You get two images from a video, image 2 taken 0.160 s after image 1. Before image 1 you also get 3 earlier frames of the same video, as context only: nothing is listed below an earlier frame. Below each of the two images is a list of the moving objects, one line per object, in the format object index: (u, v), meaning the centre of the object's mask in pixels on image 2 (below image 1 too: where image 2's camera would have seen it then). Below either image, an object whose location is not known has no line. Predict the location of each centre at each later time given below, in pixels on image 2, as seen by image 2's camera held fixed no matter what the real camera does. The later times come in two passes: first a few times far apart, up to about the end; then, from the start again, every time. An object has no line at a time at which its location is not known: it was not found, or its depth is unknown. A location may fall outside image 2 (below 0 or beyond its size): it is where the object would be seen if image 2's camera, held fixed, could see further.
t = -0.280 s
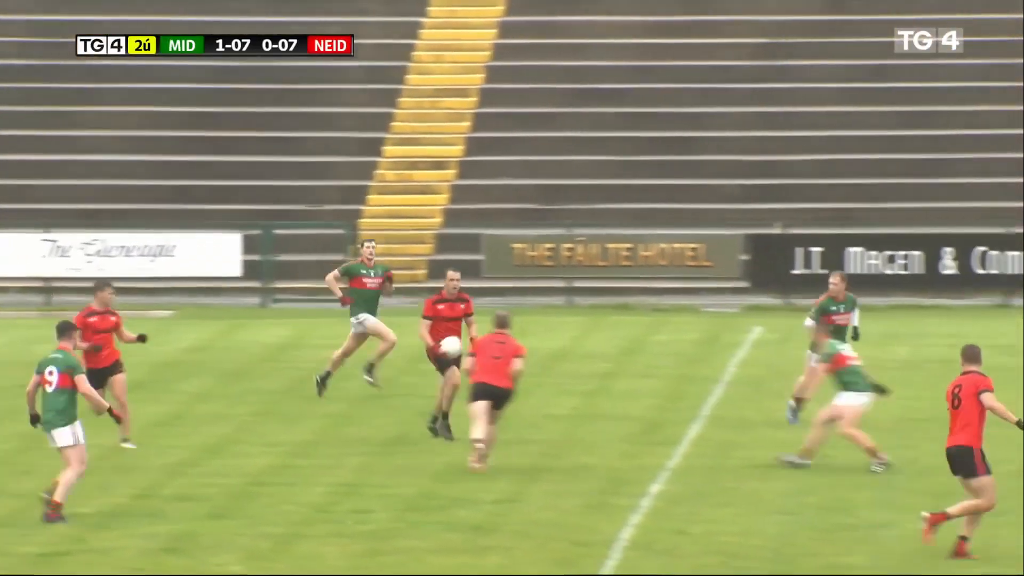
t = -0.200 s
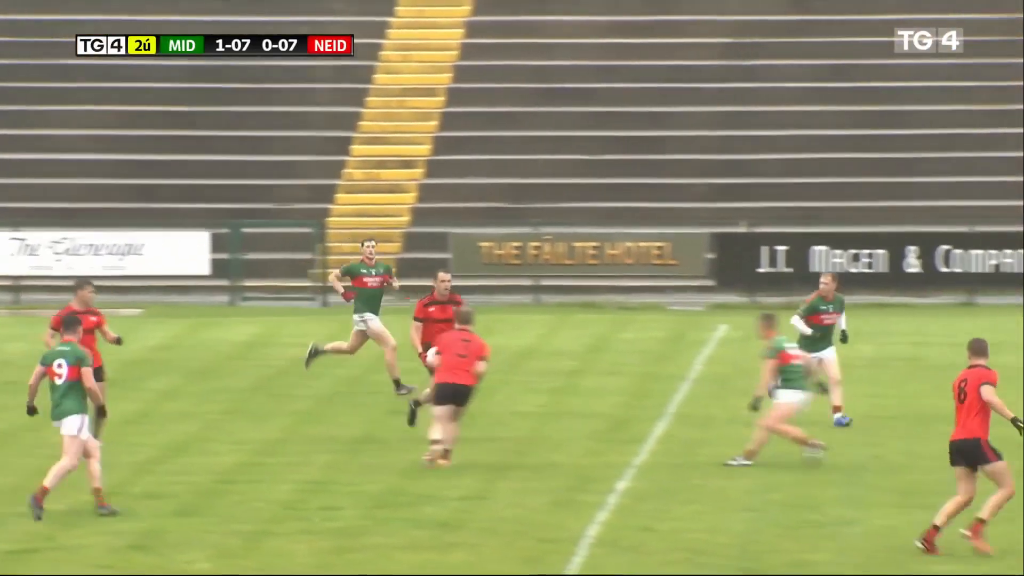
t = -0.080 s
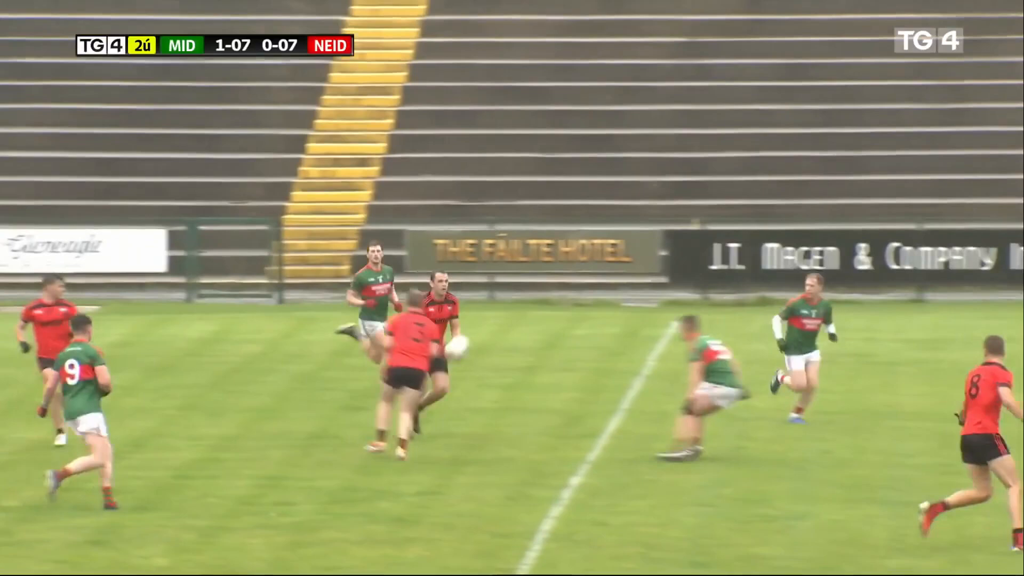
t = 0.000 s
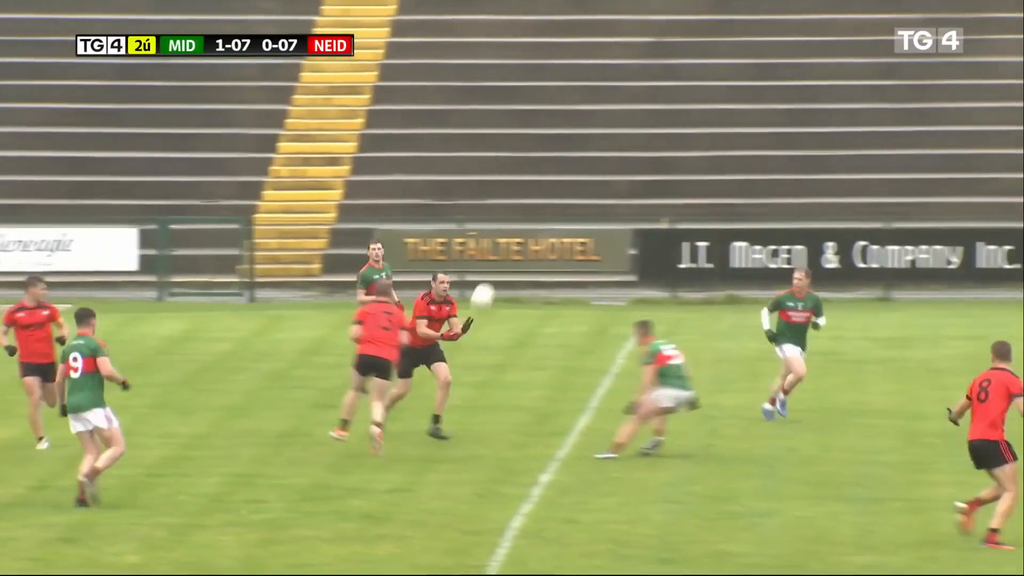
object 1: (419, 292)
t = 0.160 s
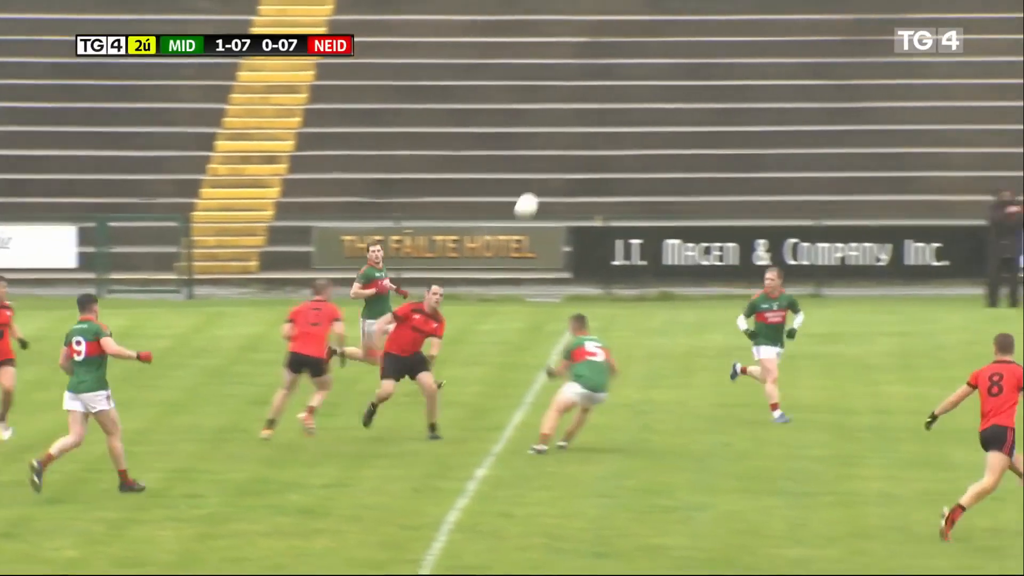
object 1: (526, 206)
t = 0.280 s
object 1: (609, 156)
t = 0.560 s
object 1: (810, 94)
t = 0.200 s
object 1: (554, 187)
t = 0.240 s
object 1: (581, 171)
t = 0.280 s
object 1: (609, 156)
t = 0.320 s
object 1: (637, 142)
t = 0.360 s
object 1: (665, 130)
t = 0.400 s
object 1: (694, 119)
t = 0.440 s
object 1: (723, 111)
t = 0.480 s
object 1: (752, 104)
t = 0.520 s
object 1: (781, 98)
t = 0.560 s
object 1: (810, 94)
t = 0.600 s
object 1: (840, 92)
